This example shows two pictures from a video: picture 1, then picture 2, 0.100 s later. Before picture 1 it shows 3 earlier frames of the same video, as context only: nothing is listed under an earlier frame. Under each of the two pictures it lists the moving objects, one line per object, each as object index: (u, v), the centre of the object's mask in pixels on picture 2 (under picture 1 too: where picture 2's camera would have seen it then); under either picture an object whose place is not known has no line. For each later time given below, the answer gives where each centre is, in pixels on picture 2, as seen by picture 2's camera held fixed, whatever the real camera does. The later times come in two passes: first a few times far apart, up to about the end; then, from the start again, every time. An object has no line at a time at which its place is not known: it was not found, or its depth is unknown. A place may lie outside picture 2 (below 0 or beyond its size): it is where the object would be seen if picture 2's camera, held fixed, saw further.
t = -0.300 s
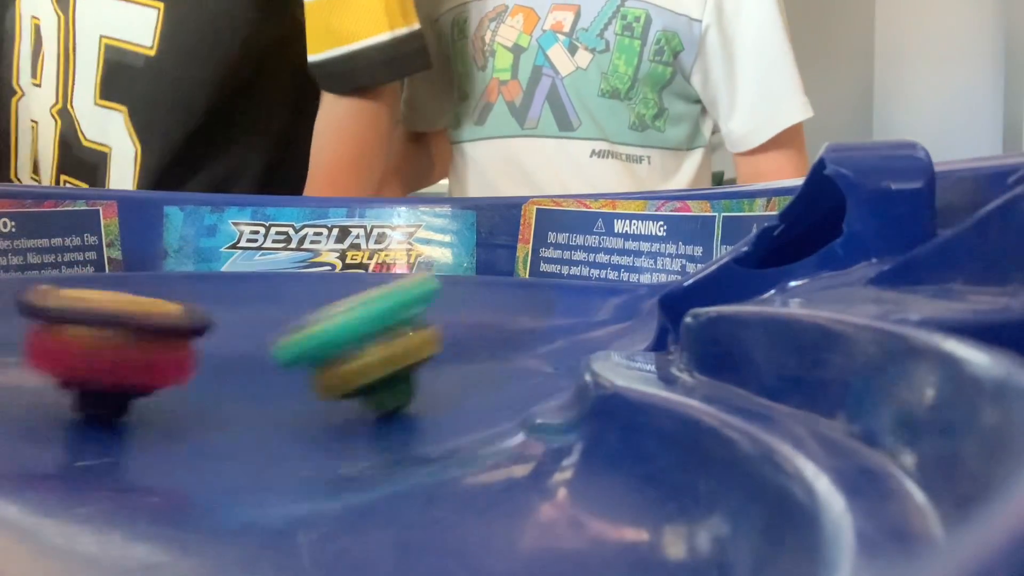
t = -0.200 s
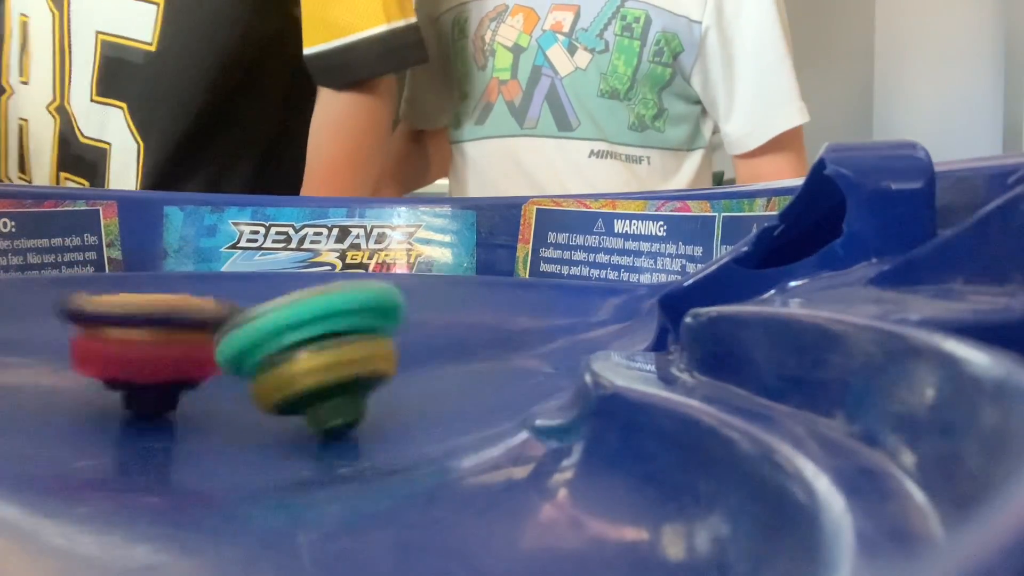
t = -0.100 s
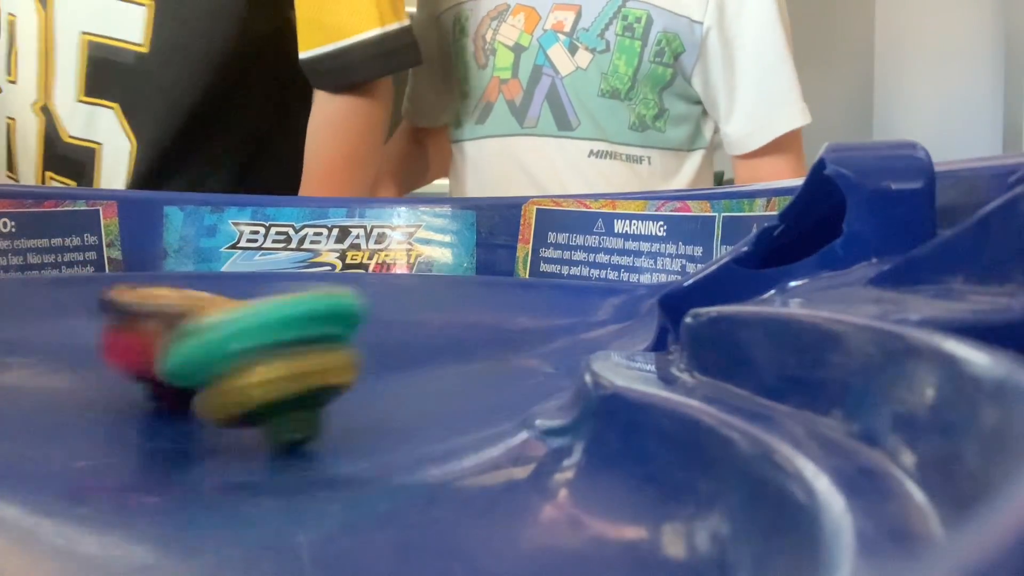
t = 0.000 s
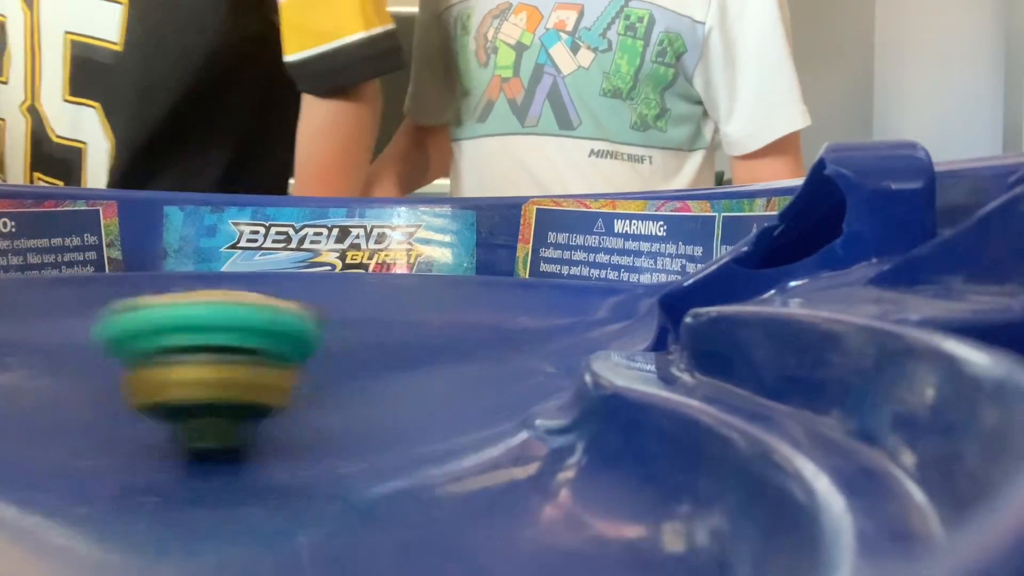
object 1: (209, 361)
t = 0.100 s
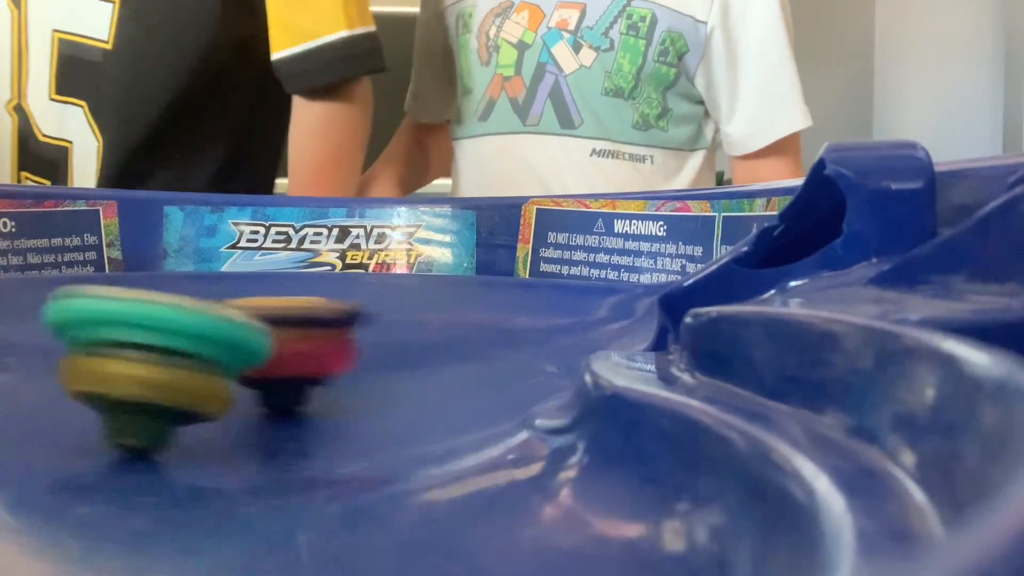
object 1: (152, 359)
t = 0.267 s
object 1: (132, 356)
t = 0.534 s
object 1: (249, 349)
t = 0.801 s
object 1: (295, 336)
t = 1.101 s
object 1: (357, 344)
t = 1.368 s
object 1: (284, 347)
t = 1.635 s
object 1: (314, 344)
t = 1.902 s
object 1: (390, 350)
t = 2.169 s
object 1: (326, 354)
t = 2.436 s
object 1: (325, 370)
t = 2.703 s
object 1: (291, 362)
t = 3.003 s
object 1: (298, 360)
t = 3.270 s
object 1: (305, 358)
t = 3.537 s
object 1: (305, 358)
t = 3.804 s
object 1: (305, 358)
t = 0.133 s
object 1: (139, 359)
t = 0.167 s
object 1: (127, 363)
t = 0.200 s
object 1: (124, 361)
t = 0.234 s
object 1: (125, 360)
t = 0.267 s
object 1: (132, 356)
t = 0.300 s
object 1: (141, 356)
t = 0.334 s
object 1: (154, 353)
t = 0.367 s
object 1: (170, 350)
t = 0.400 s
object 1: (189, 351)
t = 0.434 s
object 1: (212, 349)
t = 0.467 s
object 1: (230, 348)
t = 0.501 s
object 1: (240, 349)
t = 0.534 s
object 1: (249, 349)
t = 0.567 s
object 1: (261, 346)
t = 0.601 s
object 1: (270, 346)
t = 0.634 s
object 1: (276, 344)
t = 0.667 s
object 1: (283, 343)
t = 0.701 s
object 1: (292, 345)
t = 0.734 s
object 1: (294, 343)
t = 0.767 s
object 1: (292, 339)
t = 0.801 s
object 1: (295, 336)
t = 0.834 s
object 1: (301, 329)
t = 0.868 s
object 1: (307, 312)
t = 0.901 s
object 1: (310, 304)
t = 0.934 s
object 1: (331, 297)
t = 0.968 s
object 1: (345, 298)
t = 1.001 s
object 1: (349, 299)
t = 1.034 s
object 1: (365, 314)
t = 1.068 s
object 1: (370, 336)
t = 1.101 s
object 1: (357, 344)
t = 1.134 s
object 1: (347, 345)
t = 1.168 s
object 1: (329, 346)
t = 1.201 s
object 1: (313, 350)
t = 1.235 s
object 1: (300, 354)
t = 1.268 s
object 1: (291, 354)
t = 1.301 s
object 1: (278, 353)
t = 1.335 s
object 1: (274, 351)
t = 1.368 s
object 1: (284, 347)
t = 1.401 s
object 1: (289, 345)
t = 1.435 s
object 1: (288, 343)
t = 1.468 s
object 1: (290, 340)
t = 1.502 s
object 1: (300, 343)
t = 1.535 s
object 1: (311, 345)
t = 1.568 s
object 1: (316, 342)
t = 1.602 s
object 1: (317, 339)
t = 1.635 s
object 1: (314, 344)
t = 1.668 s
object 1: (324, 349)
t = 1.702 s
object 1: (335, 344)
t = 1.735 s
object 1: (347, 341)
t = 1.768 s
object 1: (355, 341)
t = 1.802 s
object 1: (370, 343)
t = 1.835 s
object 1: (377, 347)
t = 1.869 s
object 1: (384, 350)
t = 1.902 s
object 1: (390, 350)
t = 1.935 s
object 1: (395, 354)
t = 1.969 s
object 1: (389, 356)
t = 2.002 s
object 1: (378, 354)
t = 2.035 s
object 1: (365, 353)
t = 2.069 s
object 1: (351, 350)
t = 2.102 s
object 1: (335, 354)
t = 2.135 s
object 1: (320, 352)
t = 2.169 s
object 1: (326, 354)
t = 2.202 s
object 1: (335, 364)
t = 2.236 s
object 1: (346, 360)
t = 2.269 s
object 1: (347, 357)
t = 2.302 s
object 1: (340, 359)
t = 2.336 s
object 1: (331, 361)
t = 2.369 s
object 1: (325, 364)
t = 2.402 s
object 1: (325, 368)
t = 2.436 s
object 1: (325, 370)
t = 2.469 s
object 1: (318, 367)
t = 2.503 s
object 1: (312, 364)
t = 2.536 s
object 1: (306, 363)
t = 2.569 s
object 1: (301, 362)
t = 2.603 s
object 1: (298, 361)
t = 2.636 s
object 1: (295, 360)
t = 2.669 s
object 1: (293, 361)
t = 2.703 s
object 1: (291, 362)
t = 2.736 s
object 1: (291, 362)
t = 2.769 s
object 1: (291, 362)
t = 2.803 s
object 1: (291, 362)
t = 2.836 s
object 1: (292, 361)
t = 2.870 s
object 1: (292, 361)
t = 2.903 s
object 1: (293, 361)
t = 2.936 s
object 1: (294, 361)
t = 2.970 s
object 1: (296, 360)
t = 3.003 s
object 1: (298, 360)
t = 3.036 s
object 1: (300, 359)
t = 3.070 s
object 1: (302, 358)
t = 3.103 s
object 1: (304, 358)
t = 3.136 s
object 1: (305, 358)
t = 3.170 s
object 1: (305, 358)
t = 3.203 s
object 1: (305, 358)
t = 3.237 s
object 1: (305, 358)
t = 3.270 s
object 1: (305, 358)
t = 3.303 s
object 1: (305, 358)
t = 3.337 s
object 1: (305, 358)
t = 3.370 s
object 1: (305, 358)
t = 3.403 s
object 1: (305, 358)
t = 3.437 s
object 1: (305, 358)
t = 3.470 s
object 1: (305, 358)
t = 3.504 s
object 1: (305, 358)
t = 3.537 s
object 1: (305, 358)
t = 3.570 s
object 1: (305, 358)
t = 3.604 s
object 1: (305, 358)
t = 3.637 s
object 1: (305, 358)
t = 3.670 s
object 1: (305, 358)
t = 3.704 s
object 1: (305, 358)
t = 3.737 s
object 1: (305, 358)
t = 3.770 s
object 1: (305, 358)
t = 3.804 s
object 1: (305, 358)
